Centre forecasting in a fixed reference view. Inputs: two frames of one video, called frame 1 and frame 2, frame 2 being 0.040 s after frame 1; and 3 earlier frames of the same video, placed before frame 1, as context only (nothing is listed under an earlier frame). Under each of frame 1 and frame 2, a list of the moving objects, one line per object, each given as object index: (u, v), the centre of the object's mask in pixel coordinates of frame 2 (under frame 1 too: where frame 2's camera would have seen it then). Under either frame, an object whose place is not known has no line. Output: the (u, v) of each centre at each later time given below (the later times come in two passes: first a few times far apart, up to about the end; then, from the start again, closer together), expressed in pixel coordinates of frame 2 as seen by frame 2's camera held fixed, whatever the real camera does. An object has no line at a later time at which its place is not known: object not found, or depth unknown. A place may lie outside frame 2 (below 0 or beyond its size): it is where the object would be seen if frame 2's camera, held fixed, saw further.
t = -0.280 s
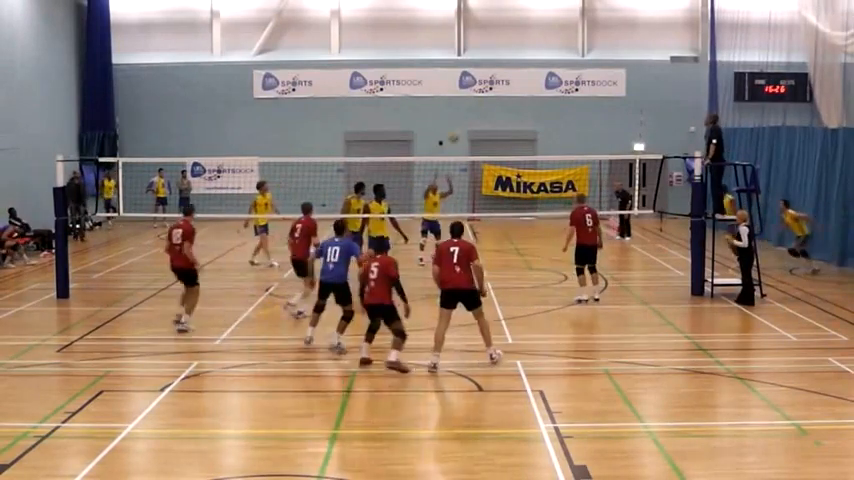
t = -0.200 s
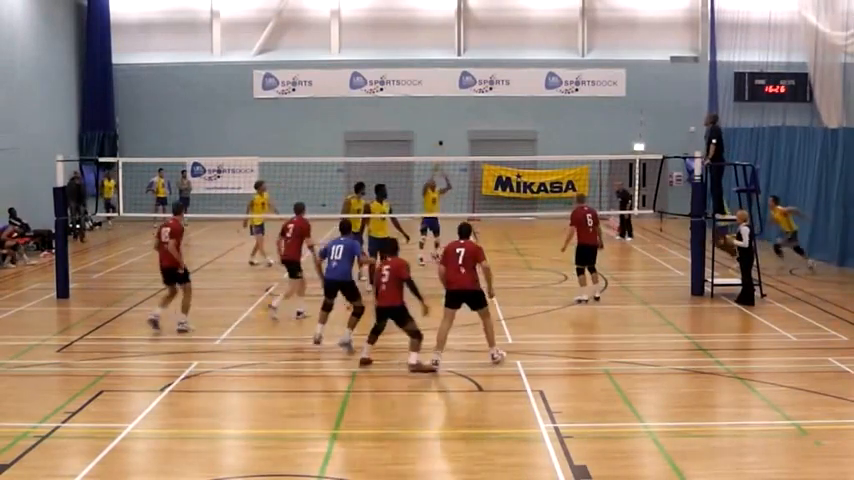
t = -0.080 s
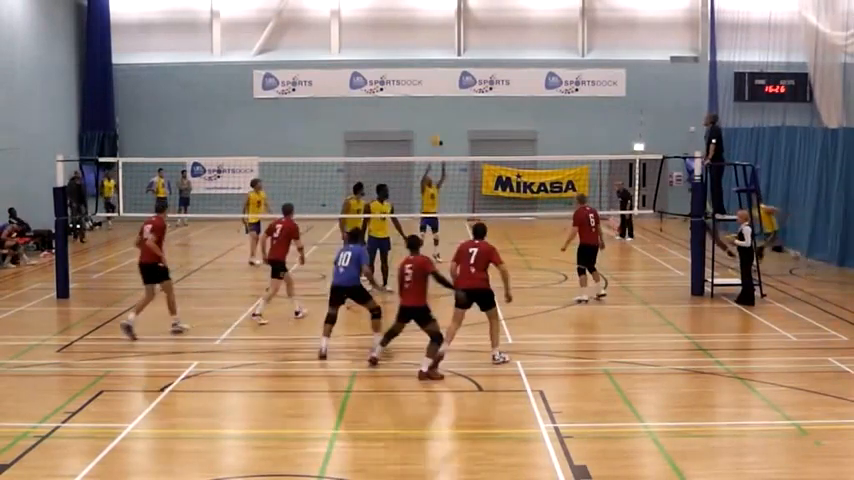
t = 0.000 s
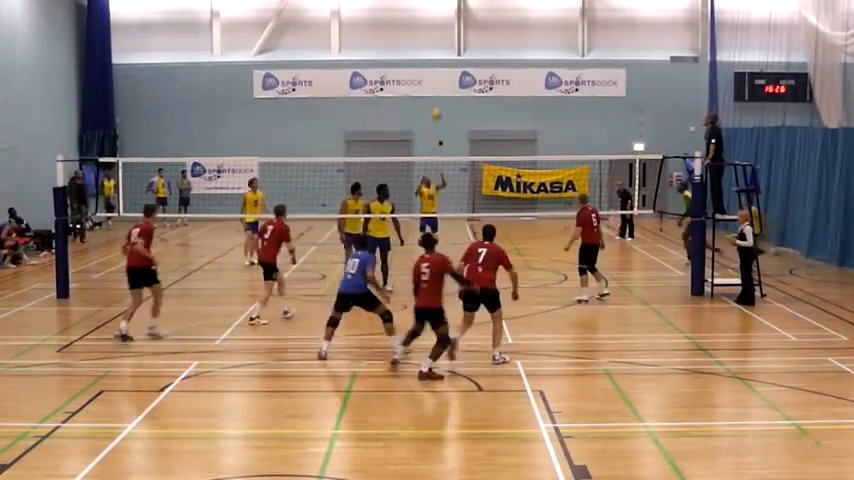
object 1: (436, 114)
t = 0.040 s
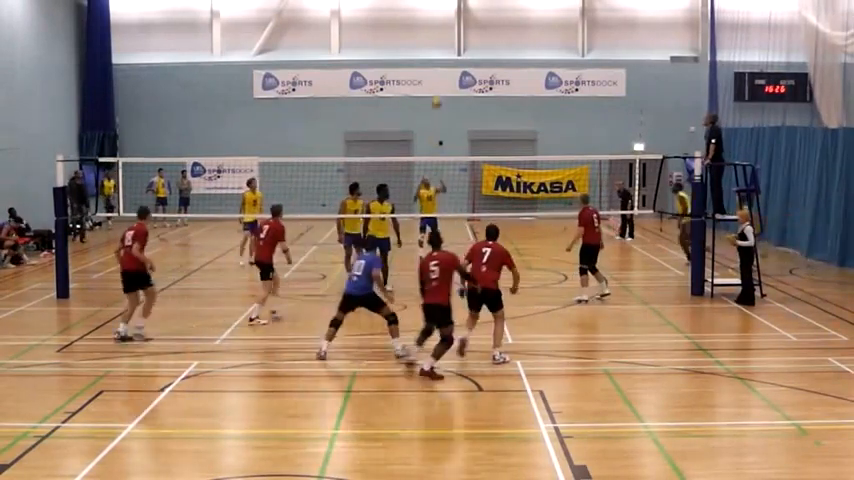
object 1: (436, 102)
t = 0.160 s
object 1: (438, 72)
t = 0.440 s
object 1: (440, 25)
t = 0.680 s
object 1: (442, 14)
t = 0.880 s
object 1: (443, 29)
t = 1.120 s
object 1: (445, 76)
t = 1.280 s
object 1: (445, 127)
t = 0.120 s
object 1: (437, 82)
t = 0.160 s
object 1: (438, 72)
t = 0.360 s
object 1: (439, 34)
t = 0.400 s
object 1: (440, 30)
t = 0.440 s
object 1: (440, 25)
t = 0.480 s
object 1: (440, 21)
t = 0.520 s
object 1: (440, 18)
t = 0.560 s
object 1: (441, 16)
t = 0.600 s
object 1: (441, 14)
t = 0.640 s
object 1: (441, 14)
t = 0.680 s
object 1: (442, 14)
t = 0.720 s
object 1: (442, 15)
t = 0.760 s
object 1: (442, 17)
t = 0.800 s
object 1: (443, 20)
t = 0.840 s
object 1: (443, 24)
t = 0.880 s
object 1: (443, 29)
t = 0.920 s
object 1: (443, 34)
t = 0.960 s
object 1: (443, 40)
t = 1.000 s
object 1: (444, 48)
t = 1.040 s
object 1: (444, 56)
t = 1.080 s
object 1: (444, 65)
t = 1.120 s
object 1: (445, 76)
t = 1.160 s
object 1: (445, 87)
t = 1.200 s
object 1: (445, 100)
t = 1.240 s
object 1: (445, 113)
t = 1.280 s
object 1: (445, 127)
